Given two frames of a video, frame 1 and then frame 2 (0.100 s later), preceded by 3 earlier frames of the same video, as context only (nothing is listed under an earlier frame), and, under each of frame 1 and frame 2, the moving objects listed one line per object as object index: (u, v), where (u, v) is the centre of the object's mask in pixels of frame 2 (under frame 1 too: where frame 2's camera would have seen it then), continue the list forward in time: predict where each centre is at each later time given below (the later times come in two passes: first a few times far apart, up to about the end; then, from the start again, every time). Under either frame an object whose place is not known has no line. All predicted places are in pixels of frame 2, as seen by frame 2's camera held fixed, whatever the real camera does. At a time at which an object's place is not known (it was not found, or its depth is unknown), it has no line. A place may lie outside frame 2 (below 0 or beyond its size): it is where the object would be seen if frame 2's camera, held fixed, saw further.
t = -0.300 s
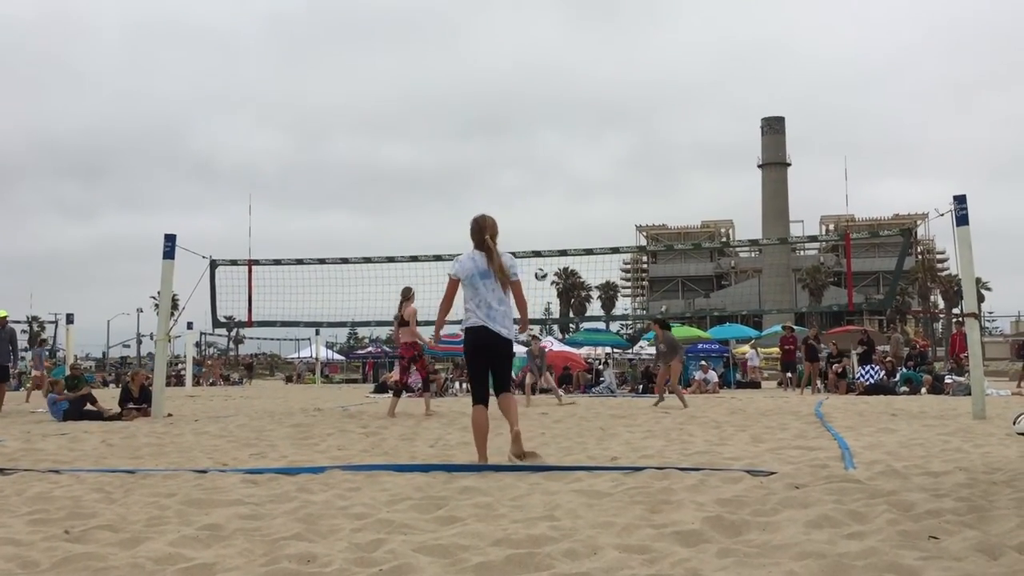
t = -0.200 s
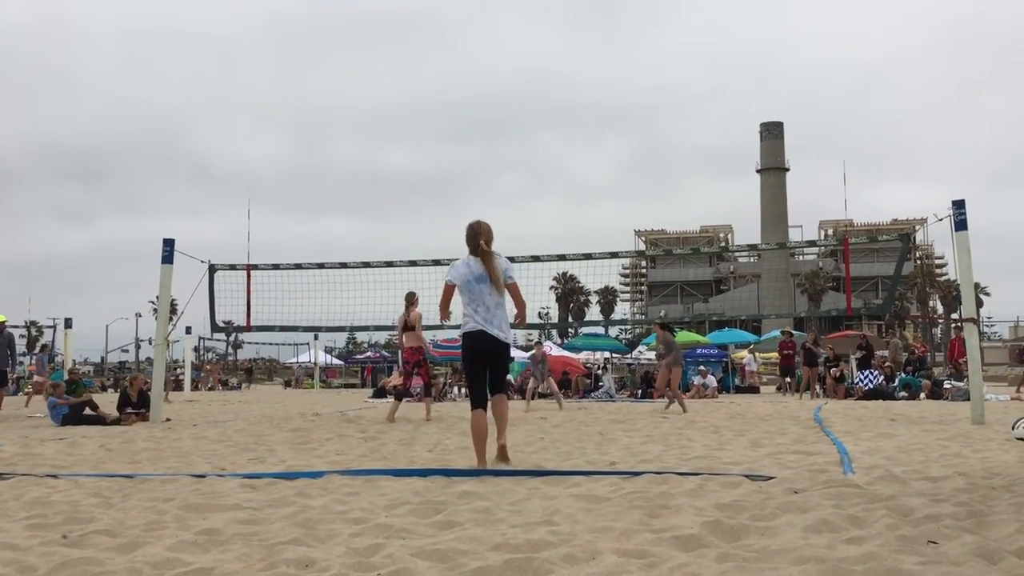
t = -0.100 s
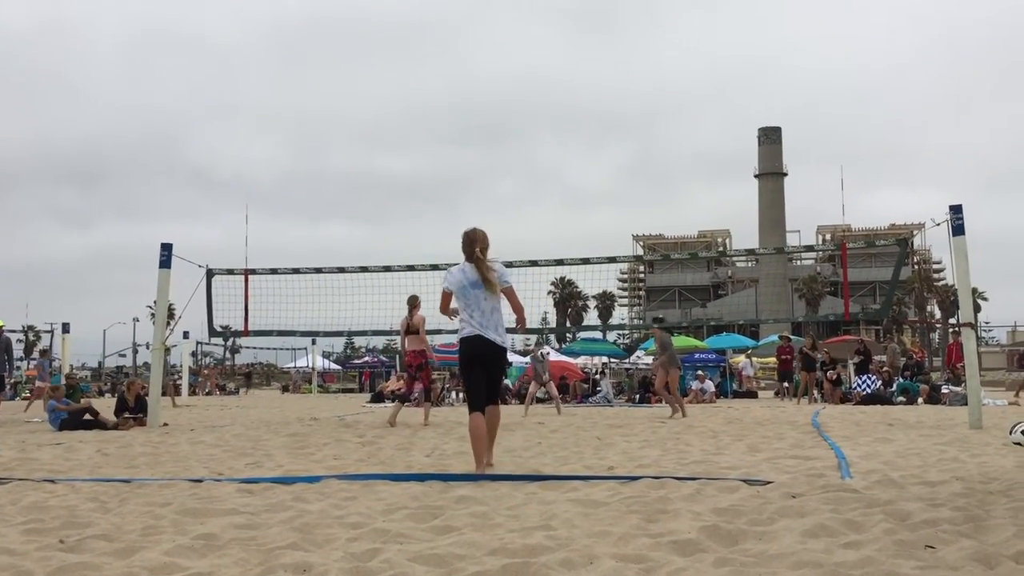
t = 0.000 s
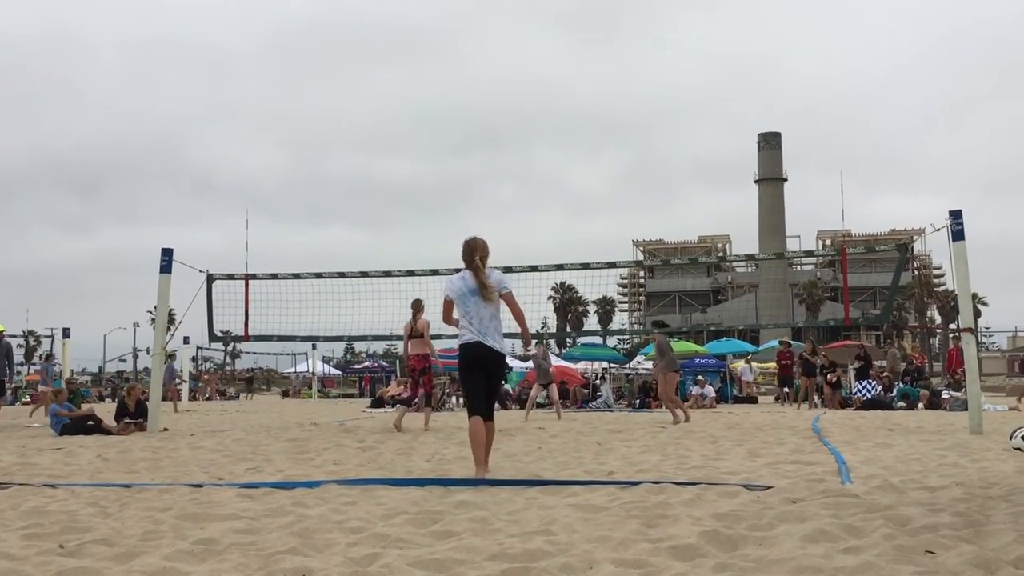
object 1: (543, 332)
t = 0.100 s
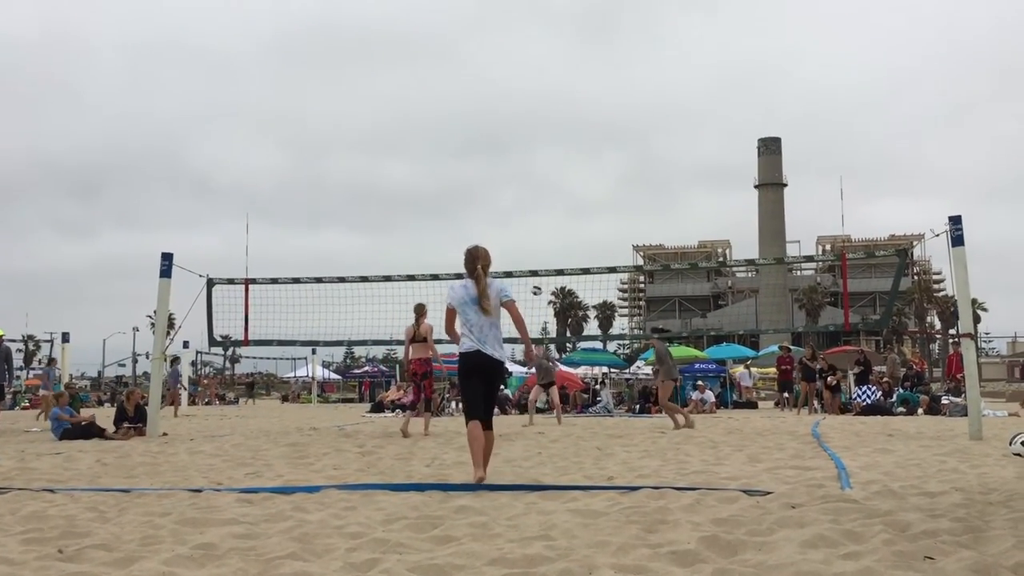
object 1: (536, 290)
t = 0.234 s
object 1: (530, 237)
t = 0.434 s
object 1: (521, 175)
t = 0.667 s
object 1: (510, 130)
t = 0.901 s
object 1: (500, 114)
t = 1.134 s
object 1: (490, 129)
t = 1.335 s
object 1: (482, 168)
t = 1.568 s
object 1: (474, 244)
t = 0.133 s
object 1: (534, 278)
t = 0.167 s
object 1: (533, 262)
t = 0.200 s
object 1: (532, 249)
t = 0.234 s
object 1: (530, 237)
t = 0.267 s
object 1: (529, 226)
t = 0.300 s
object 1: (527, 214)
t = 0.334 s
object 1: (525, 204)
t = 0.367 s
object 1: (524, 194)
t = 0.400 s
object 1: (522, 185)
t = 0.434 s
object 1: (521, 175)
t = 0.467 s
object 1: (519, 167)
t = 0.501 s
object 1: (518, 160)
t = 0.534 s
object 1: (516, 153)
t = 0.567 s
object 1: (515, 146)
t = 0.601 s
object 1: (513, 140)
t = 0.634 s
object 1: (511, 135)
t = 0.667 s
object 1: (510, 130)
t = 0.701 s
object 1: (509, 127)
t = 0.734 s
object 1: (507, 122)
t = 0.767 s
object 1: (505, 120)
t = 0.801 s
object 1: (504, 118)
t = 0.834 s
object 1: (502, 116)
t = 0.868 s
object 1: (501, 115)
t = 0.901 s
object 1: (500, 114)
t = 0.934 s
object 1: (498, 115)
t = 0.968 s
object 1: (497, 115)
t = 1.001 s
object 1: (495, 116)
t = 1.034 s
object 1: (494, 119)
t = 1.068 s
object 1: (492, 122)
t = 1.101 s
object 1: (491, 125)
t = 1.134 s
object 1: (490, 129)
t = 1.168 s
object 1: (489, 134)
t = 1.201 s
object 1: (487, 140)
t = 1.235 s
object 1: (486, 145)
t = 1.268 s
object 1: (485, 152)
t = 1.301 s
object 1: (483, 160)
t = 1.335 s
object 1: (482, 168)
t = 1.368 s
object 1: (481, 176)
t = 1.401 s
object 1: (480, 186)
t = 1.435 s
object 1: (479, 197)
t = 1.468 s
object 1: (478, 208)
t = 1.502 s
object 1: (477, 219)
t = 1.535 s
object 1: (475, 231)
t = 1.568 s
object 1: (474, 244)
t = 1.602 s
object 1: (474, 259)
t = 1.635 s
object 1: (472, 270)
